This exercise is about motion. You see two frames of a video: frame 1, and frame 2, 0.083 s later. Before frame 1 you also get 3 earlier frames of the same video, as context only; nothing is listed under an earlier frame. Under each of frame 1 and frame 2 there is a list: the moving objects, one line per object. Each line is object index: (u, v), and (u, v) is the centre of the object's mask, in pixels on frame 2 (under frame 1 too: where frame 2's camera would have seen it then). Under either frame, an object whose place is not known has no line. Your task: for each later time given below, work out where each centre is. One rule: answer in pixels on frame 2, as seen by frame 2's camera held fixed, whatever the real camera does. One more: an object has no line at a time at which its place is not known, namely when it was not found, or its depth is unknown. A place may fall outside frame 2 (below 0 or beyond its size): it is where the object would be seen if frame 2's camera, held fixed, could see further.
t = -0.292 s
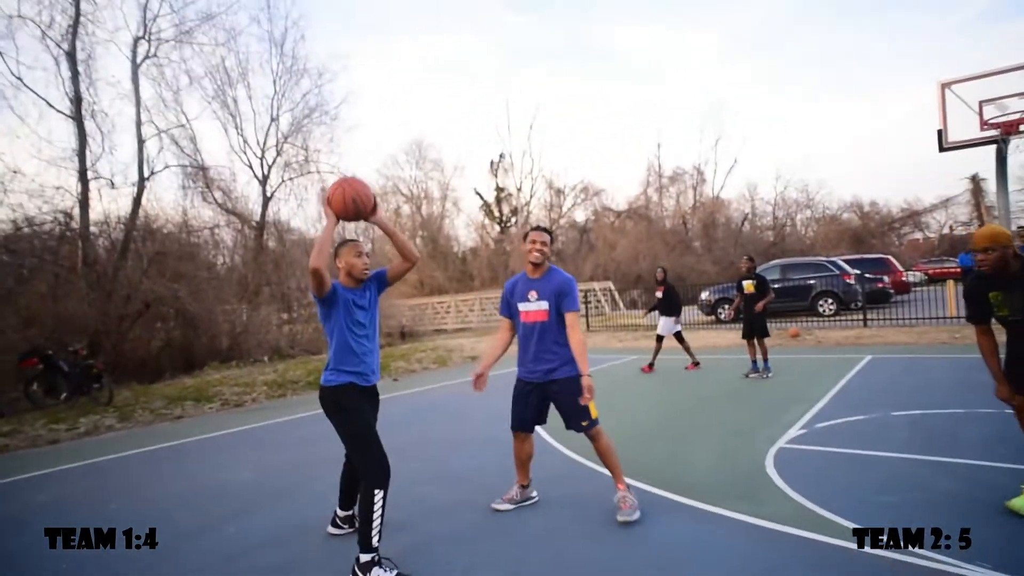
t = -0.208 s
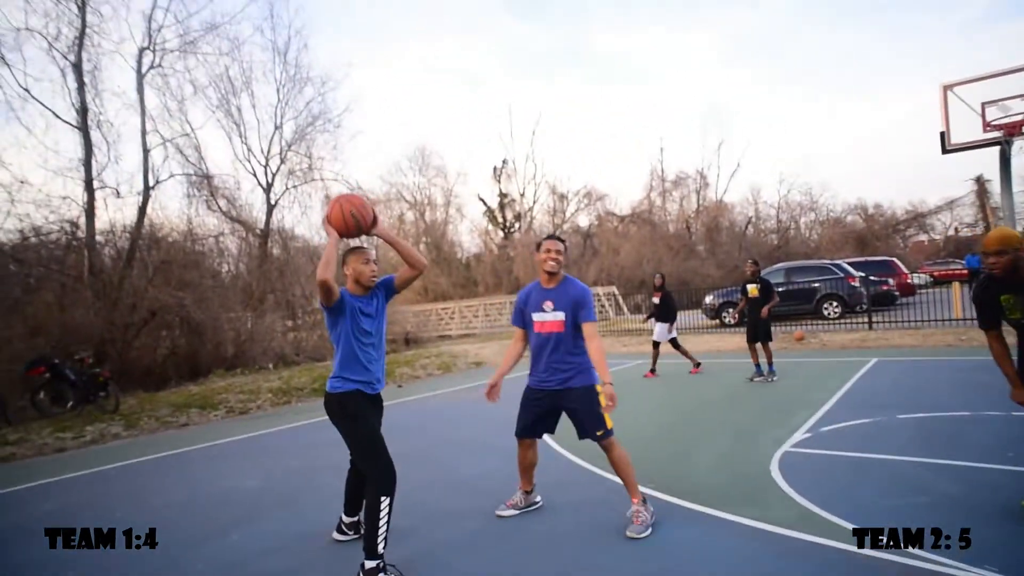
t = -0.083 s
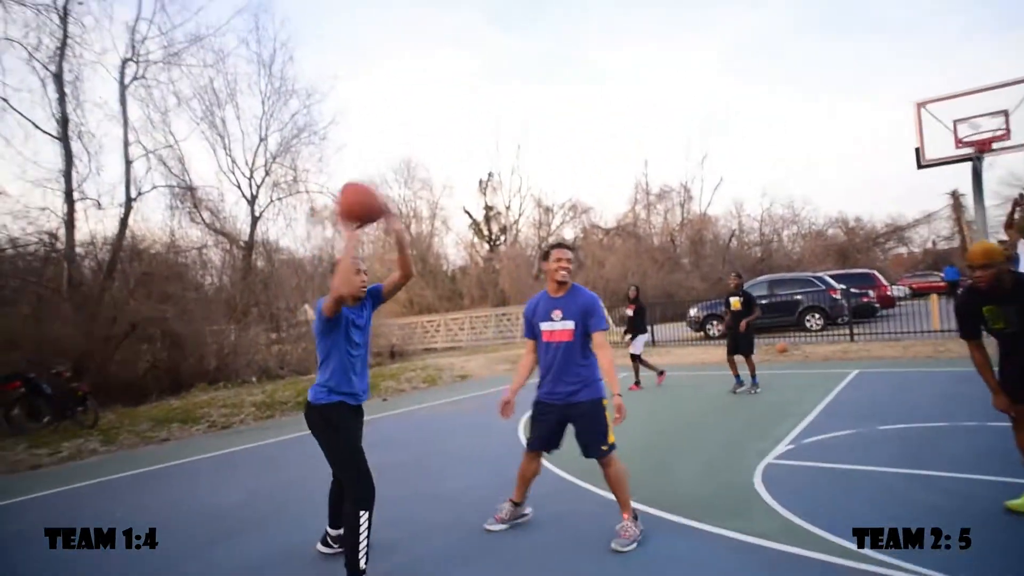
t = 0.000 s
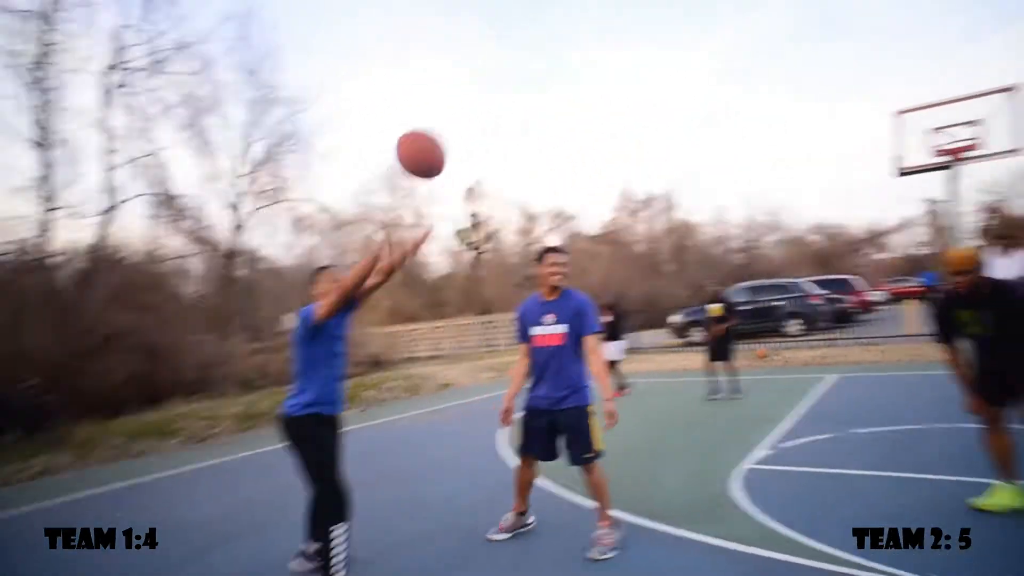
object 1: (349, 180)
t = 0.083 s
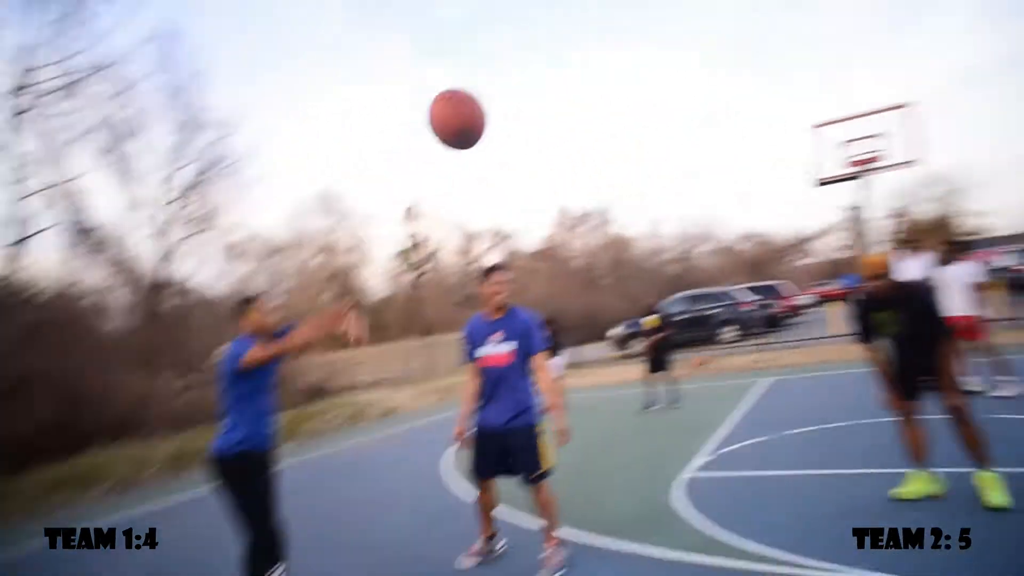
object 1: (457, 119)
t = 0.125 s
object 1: (520, 90)
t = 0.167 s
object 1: (590, 65)
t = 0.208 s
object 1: (663, 43)
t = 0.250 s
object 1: (737, 30)
